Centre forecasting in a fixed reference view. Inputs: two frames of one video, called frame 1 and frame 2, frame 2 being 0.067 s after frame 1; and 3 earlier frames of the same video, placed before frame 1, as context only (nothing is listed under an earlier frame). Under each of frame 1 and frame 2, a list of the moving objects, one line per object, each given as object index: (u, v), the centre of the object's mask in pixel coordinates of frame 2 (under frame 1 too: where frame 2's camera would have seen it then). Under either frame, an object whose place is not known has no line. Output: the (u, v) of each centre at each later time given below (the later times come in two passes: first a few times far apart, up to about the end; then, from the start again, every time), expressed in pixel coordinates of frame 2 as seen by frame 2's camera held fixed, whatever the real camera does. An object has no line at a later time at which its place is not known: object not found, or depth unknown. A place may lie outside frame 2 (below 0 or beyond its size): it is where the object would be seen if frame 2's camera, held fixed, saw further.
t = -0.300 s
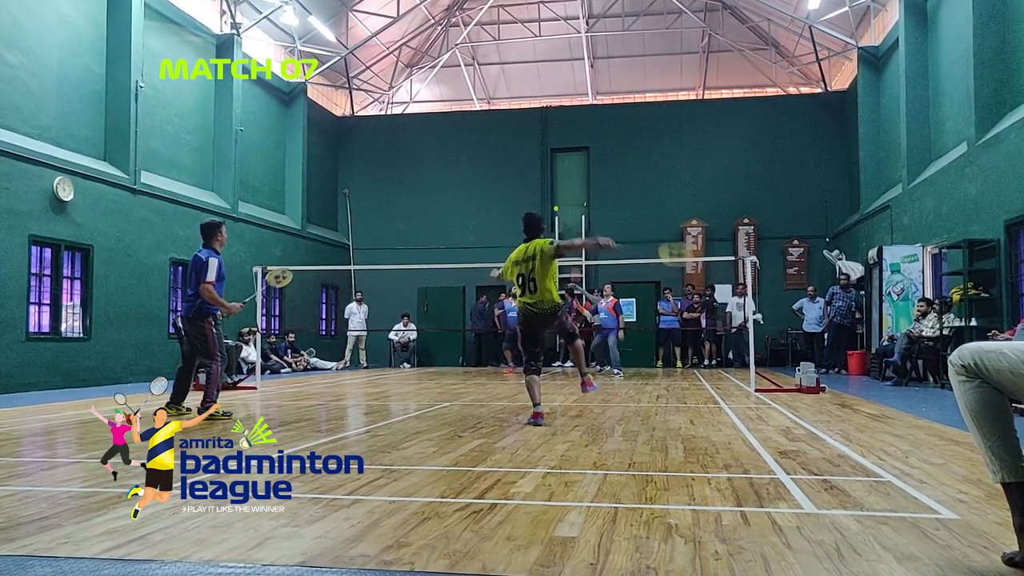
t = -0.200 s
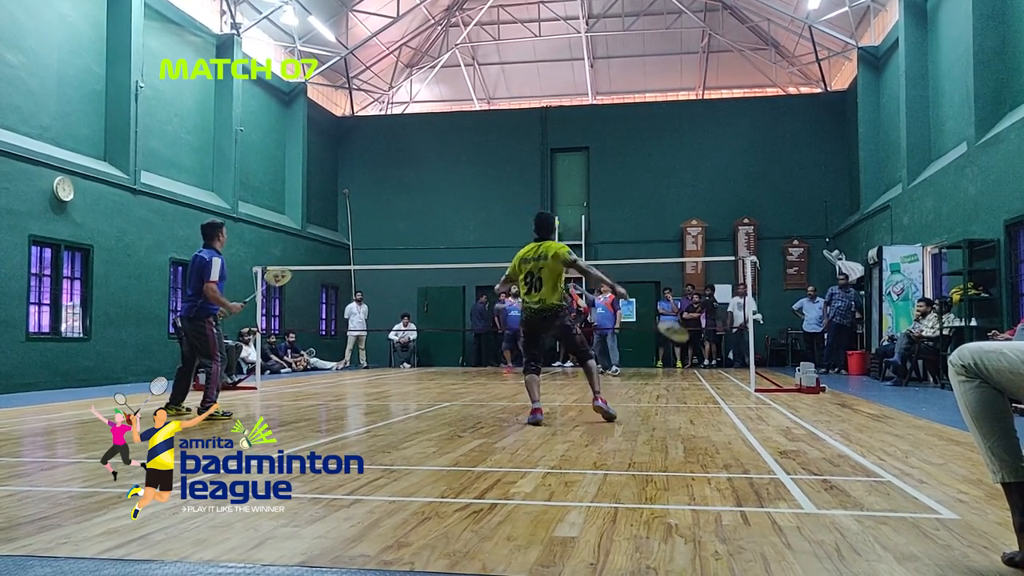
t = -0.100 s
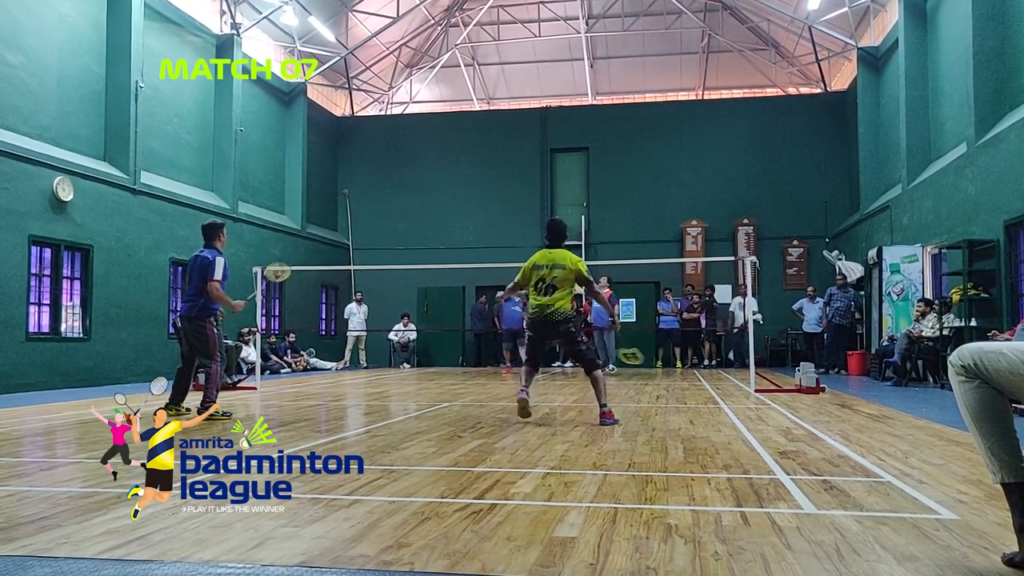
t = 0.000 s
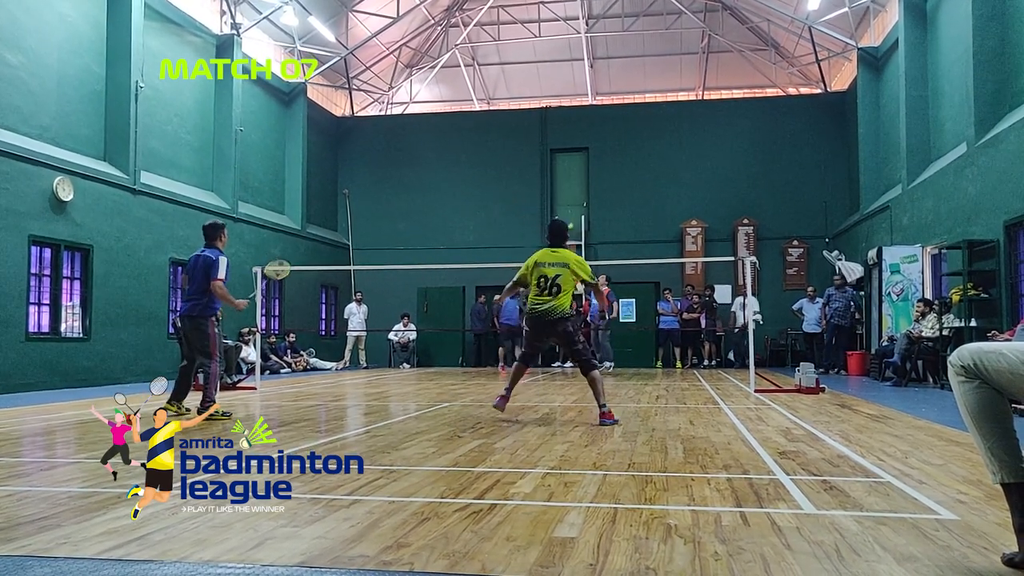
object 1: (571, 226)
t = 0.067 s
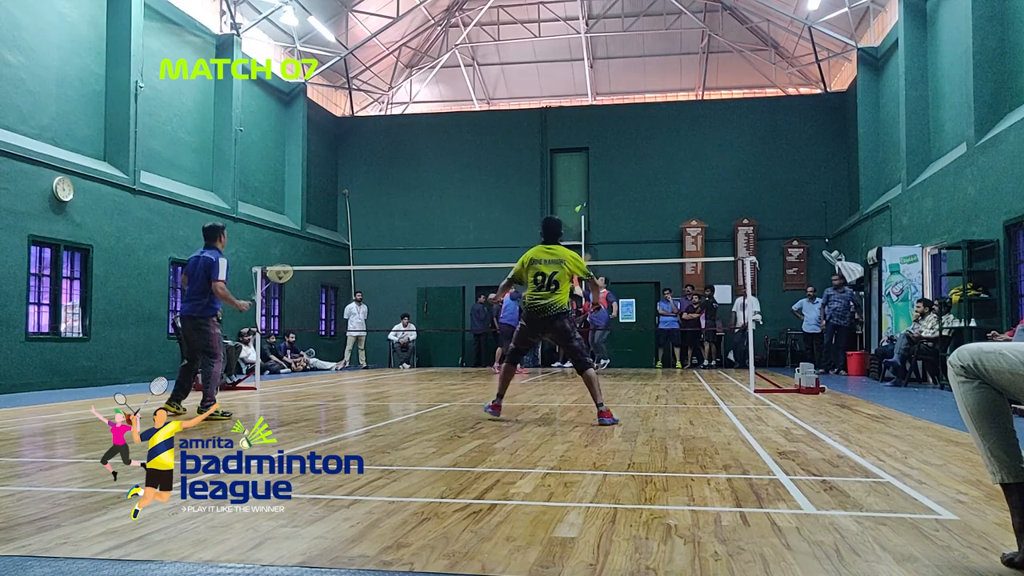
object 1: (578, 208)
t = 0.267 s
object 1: (608, 170)
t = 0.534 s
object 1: (643, 165)
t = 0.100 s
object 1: (584, 201)
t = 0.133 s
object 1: (590, 191)
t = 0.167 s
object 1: (594, 185)
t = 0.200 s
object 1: (598, 179)
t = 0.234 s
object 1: (604, 174)
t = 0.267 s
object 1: (608, 170)
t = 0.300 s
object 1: (614, 167)
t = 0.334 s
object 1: (618, 164)
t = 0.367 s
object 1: (623, 162)
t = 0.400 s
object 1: (627, 162)
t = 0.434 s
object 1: (631, 162)
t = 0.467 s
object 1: (636, 163)
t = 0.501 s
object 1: (640, 164)
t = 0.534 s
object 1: (643, 165)
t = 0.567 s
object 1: (647, 169)
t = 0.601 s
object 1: (651, 172)
